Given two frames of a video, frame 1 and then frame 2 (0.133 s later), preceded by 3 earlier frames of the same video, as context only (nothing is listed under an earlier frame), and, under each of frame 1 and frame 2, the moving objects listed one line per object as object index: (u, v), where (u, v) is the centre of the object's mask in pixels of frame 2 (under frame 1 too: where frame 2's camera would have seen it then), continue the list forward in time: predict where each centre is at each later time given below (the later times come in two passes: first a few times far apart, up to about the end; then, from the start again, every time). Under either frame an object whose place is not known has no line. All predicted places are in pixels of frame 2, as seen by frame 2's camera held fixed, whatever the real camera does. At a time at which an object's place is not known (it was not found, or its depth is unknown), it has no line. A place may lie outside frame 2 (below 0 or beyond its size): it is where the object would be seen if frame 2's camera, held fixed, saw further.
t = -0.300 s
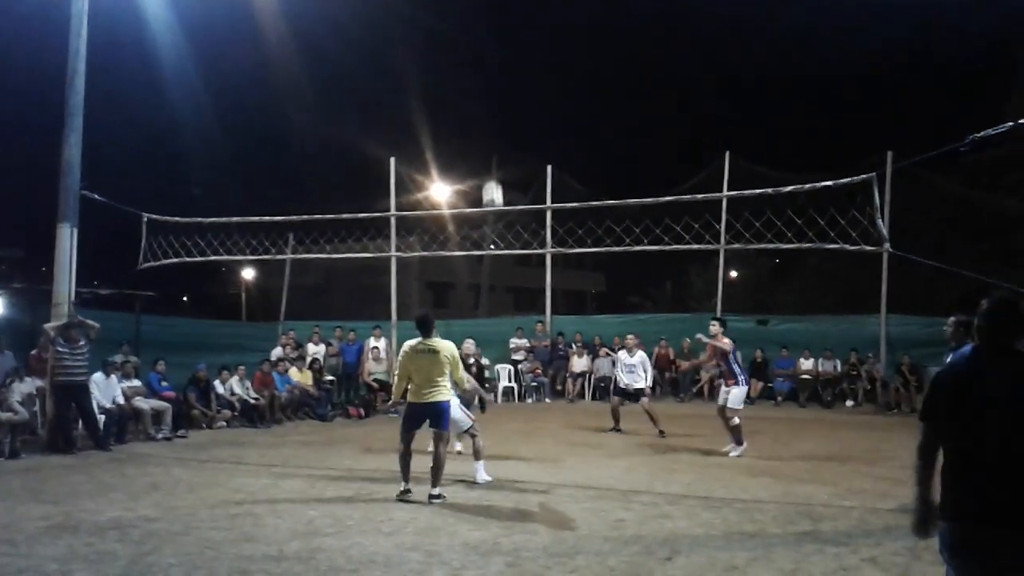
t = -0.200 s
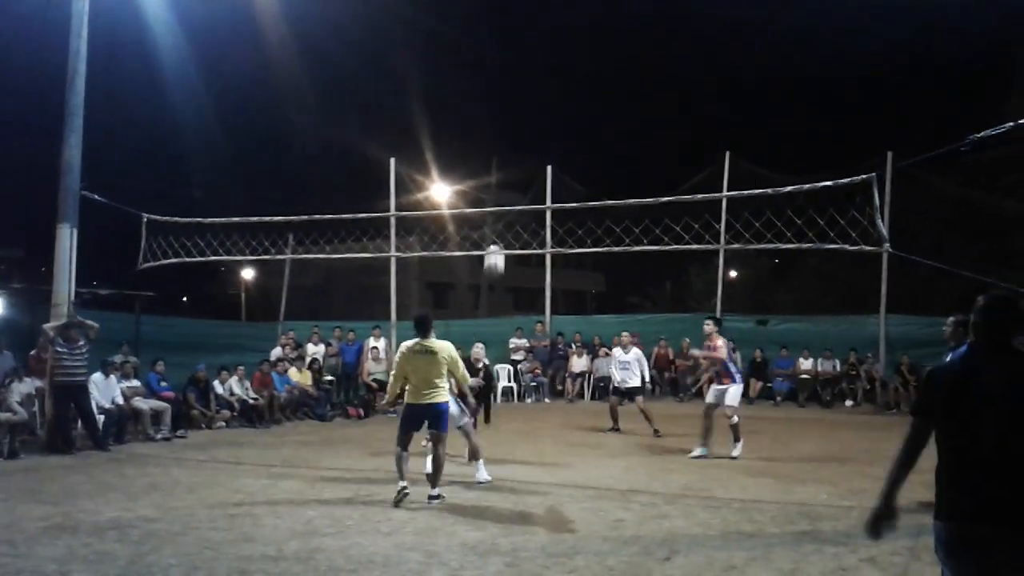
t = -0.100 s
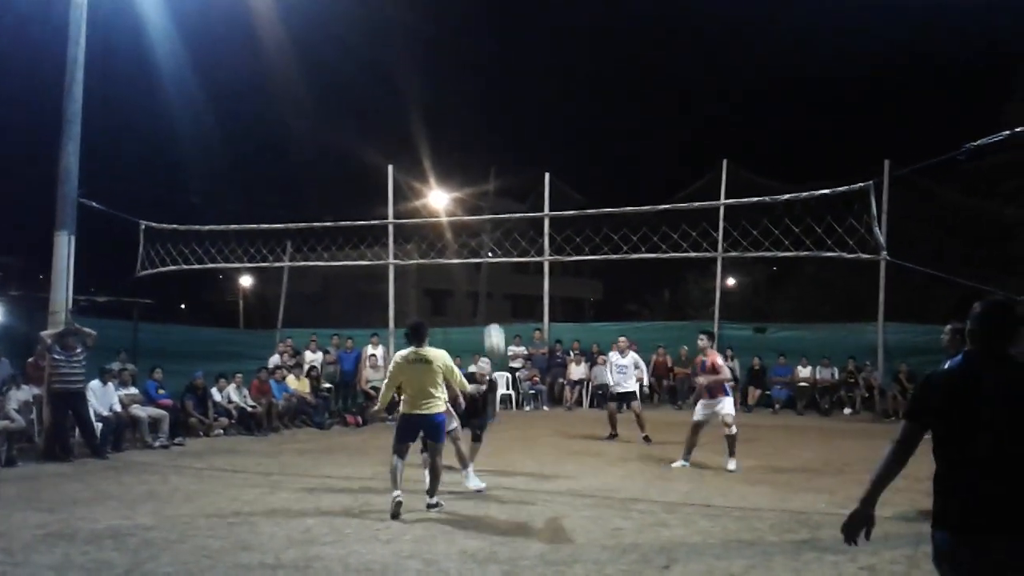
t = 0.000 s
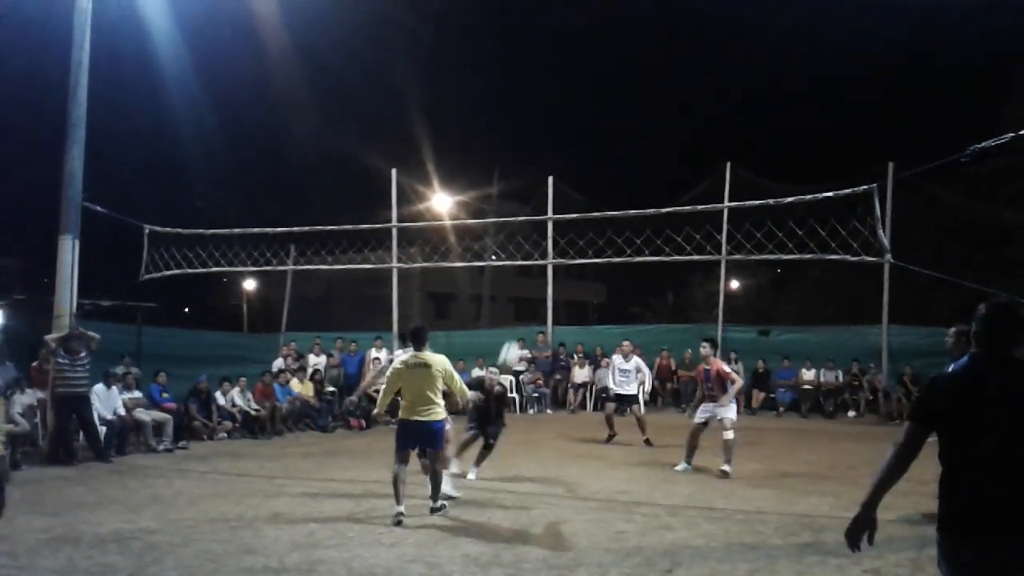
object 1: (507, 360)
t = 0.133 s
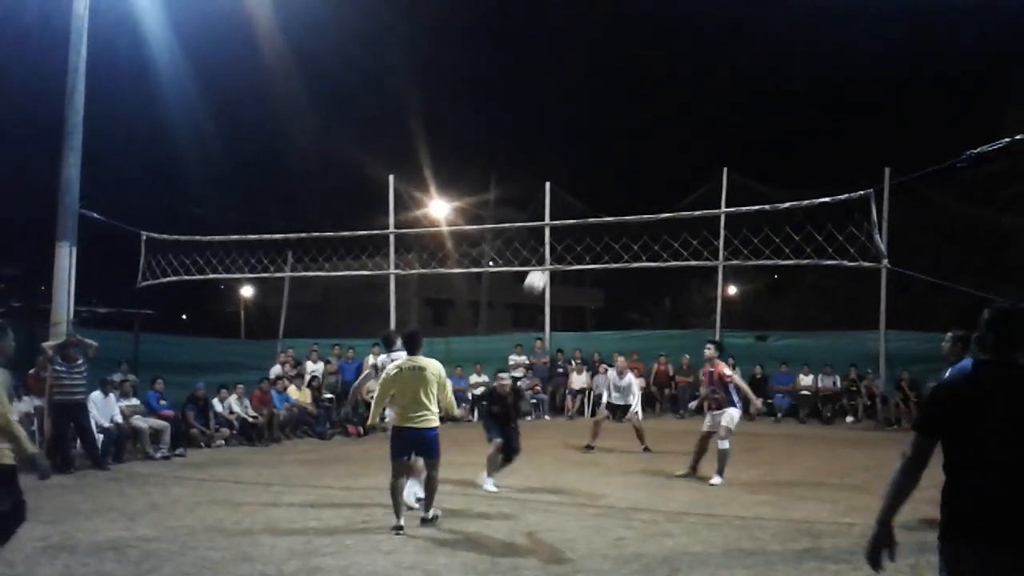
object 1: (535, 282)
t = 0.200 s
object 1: (548, 248)
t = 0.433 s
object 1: (593, 164)
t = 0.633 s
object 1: (629, 130)
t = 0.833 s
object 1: (662, 129)
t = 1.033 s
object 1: (692, 159)
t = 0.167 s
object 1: (542, 262)
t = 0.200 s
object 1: (548, 248)
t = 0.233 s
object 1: (556, 234)
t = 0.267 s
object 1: (562, 219)
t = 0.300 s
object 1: (568, 206)
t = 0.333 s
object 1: (575, 194)
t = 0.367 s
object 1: (581, 183)
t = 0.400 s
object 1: (587, 173)
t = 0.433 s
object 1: (593, 164)
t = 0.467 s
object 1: (600, 156)
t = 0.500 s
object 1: (606, 149)
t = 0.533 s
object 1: (612, 143)
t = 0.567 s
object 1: (618, 137)
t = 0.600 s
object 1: (624, 133)
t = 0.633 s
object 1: (629, 130)
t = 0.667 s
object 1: (635, 129)
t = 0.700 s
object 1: (640, 127)
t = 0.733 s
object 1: (646, 126)
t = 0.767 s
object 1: (651, 125)
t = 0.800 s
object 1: (657, 127)
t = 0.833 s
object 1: (662, 129)
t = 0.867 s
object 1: (667, 132)
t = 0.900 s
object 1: (672, 136)
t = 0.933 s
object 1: (677, 140)
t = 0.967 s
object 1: (682, 145)
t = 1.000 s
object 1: (687, 151)
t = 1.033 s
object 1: (692, 159)
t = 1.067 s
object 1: (697, 166)
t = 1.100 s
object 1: (703, 174)
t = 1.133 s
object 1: (708, 184)
